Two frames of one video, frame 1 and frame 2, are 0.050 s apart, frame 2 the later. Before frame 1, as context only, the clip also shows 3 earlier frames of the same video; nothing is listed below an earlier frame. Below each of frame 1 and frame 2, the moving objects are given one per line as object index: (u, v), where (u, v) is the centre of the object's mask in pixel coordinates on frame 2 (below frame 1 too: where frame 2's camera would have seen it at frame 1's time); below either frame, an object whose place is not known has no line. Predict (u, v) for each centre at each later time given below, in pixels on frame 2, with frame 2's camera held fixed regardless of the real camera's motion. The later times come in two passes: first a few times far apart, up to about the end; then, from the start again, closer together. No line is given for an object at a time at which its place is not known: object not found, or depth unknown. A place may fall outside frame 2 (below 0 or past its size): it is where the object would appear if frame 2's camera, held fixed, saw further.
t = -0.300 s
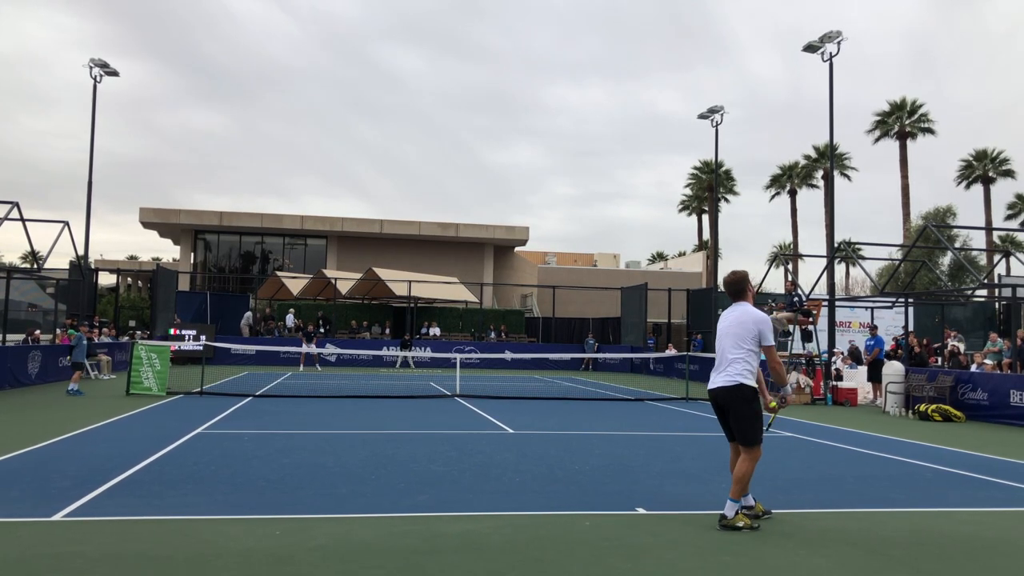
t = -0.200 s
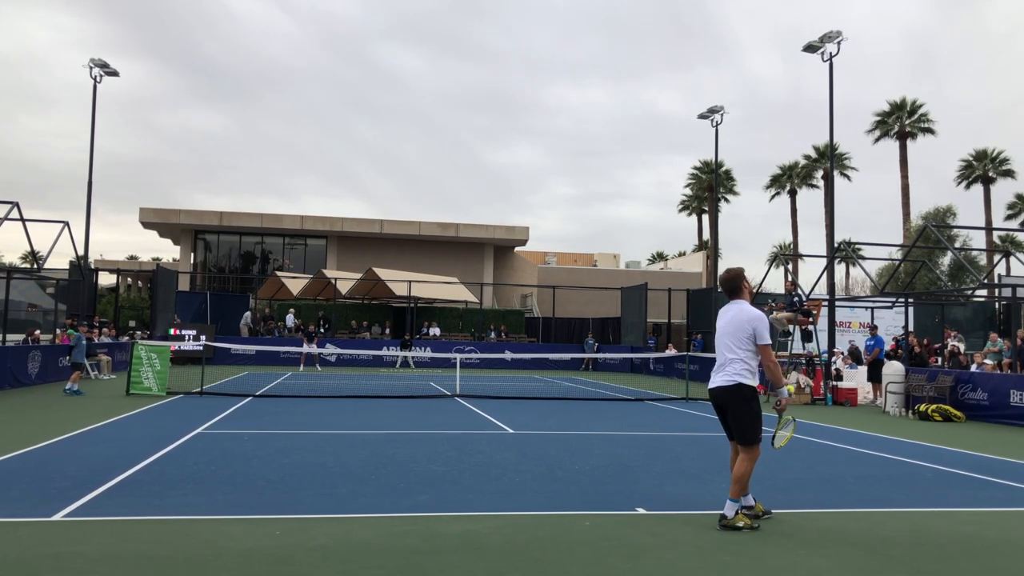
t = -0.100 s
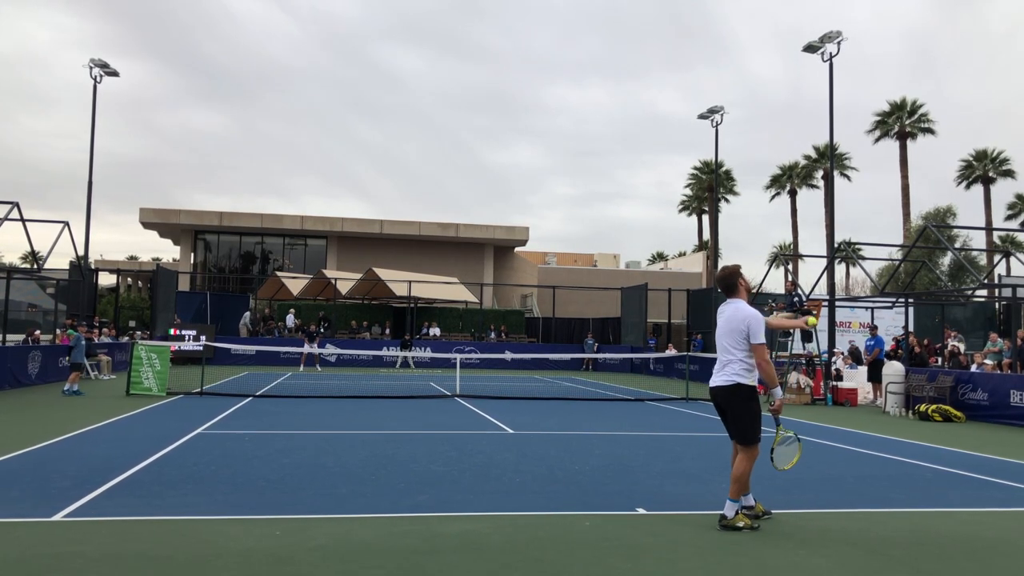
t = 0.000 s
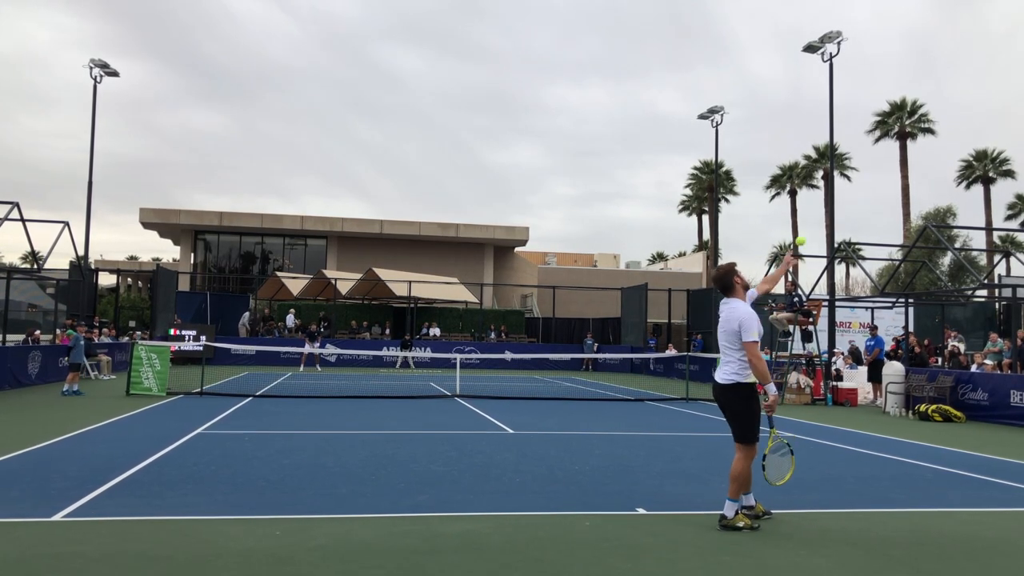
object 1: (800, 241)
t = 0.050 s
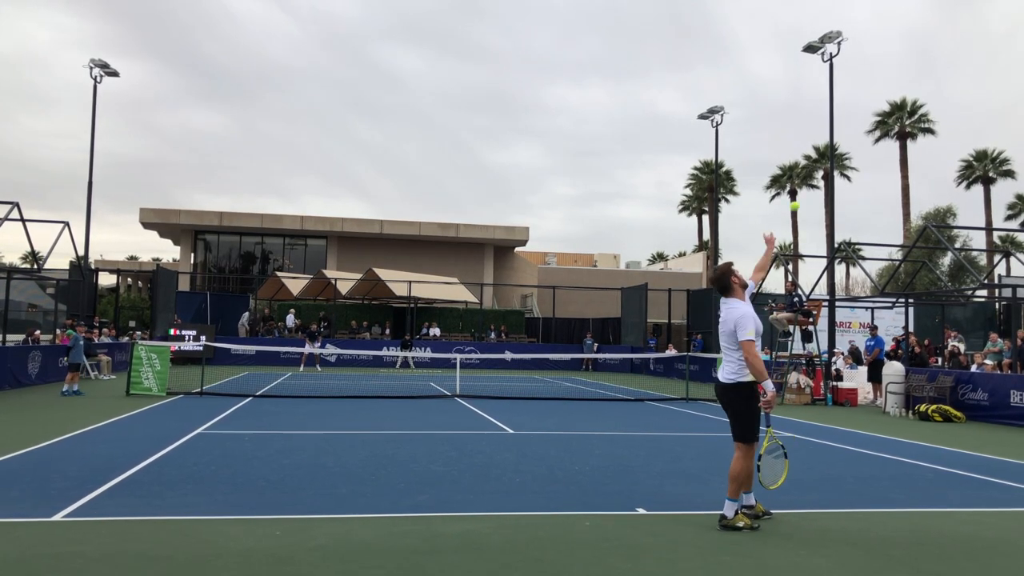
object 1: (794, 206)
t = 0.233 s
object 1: (772, 108)
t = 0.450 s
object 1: (746, 50)
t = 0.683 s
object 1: (719, 52)
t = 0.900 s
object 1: (693, 112)
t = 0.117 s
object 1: (785, 165)
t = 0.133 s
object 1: (784, 156)
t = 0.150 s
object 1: (781, 147)
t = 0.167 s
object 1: (780, 139)
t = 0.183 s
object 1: (778, 131)
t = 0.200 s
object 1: (775, 123)
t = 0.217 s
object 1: (774, 115)
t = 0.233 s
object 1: (772, 108)
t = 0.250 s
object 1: (769, 102)
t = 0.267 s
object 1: (767, 96)
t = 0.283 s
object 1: (766, 90)
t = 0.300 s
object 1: (764, 84)
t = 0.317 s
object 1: (762, 79)
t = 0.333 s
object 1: (760, 74)
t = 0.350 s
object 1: (758, 69)
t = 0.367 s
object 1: (756, 65)
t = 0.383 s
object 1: (754, 61)
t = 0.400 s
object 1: (752, 58)
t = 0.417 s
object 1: (750, 55)
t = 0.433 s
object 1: (748, 52)
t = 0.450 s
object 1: (746, 50)
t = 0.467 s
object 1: (744, 48)
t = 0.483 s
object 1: (742, 46)
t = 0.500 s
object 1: (740, 45)
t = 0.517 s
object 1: (738, 44)
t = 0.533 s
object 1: (736, 43)
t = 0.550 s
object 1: (734, 43)
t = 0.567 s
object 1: (732, 43)
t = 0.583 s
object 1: (730, 43)
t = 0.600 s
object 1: (728, 44)
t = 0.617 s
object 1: (726, 44)
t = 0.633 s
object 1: (725, 46)
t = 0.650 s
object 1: (723, 47)
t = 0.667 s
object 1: (721, 49)
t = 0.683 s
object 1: (719, 52)
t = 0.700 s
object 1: (717, 54)
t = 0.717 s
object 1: (714, 57)
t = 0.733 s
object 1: (712, 60)
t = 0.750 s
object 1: (711, 64)
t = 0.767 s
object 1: (709, 68)
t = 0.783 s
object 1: (707, 72)
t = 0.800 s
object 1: (705, 77)
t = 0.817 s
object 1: (702, 82)
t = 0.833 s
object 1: (700, 87)
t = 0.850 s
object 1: (699, 93)
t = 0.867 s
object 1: (696, 99)
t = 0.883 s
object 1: (695, 105)
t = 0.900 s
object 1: (693, 112)
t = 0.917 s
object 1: (690, 119)
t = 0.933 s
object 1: (688, 126)
